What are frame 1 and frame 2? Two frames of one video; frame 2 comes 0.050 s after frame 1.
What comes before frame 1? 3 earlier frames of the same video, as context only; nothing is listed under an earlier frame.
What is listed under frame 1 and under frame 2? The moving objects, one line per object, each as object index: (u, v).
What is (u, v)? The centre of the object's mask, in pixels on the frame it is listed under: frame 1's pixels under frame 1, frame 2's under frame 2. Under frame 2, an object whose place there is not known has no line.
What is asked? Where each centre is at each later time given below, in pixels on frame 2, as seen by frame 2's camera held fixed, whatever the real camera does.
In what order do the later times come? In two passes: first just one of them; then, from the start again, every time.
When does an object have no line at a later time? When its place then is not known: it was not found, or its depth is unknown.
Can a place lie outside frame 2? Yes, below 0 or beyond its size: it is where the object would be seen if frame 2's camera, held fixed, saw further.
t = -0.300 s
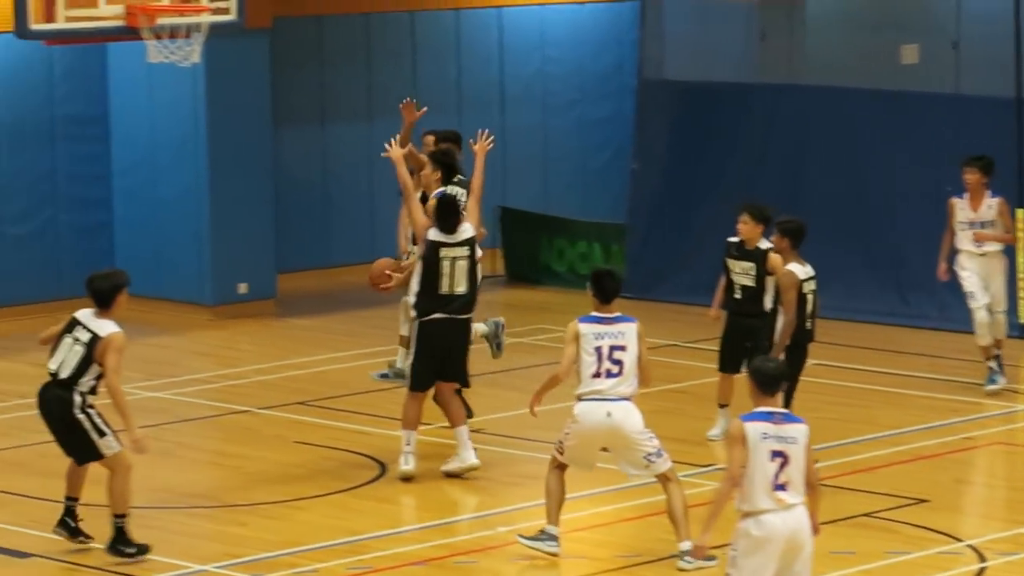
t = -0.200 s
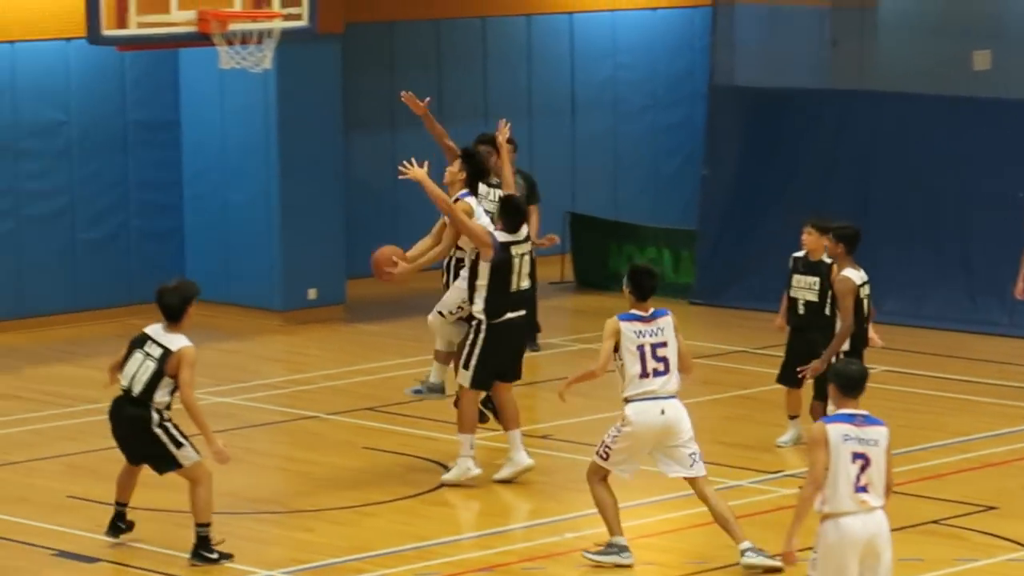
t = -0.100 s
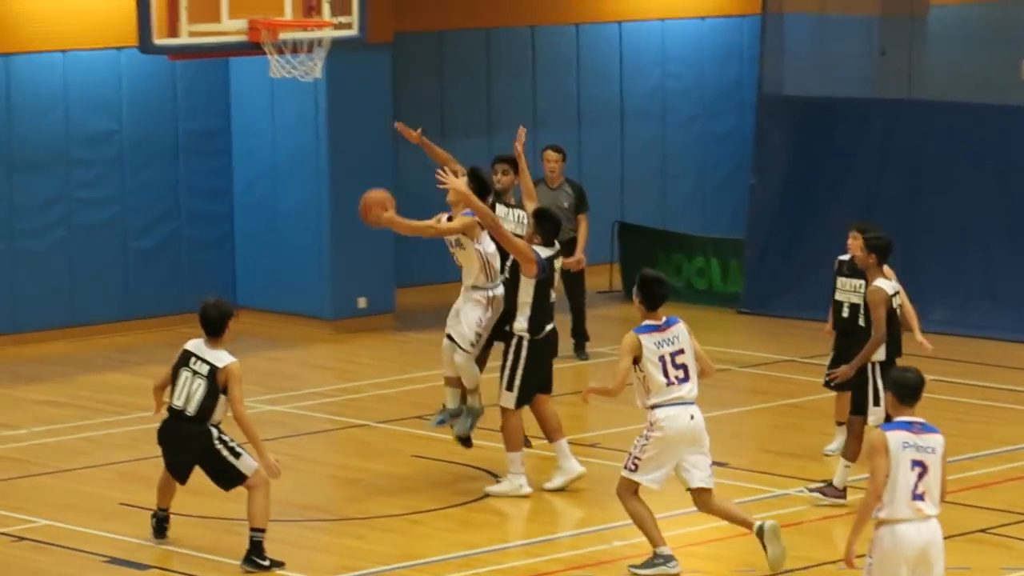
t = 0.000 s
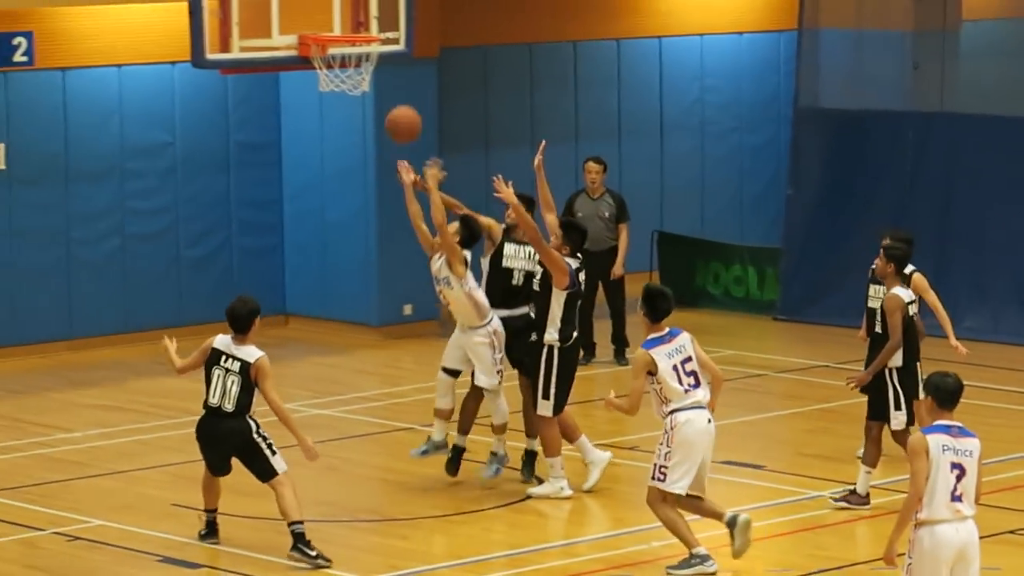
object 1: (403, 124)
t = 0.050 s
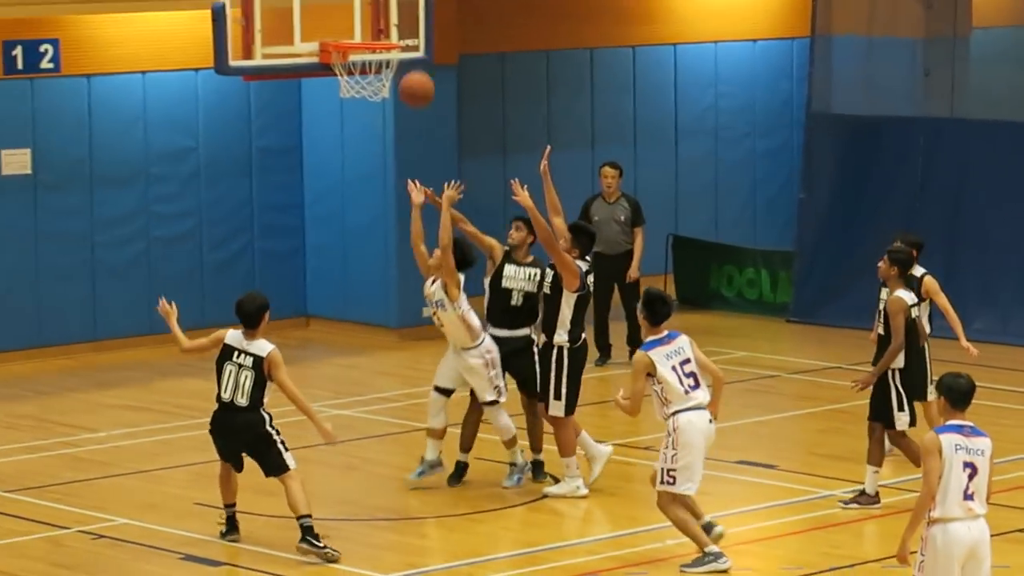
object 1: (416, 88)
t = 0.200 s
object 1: (447, 23)
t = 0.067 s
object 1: (414, 77)
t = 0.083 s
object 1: (413, 64)
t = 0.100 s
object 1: (411, 52)
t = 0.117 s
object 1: (414, 45)
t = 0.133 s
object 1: (420, 40)
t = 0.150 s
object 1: (426, 34)
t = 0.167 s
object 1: (433, 30)
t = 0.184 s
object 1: (441, 27)
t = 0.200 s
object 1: (447, 23)
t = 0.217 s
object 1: (454, 20)
